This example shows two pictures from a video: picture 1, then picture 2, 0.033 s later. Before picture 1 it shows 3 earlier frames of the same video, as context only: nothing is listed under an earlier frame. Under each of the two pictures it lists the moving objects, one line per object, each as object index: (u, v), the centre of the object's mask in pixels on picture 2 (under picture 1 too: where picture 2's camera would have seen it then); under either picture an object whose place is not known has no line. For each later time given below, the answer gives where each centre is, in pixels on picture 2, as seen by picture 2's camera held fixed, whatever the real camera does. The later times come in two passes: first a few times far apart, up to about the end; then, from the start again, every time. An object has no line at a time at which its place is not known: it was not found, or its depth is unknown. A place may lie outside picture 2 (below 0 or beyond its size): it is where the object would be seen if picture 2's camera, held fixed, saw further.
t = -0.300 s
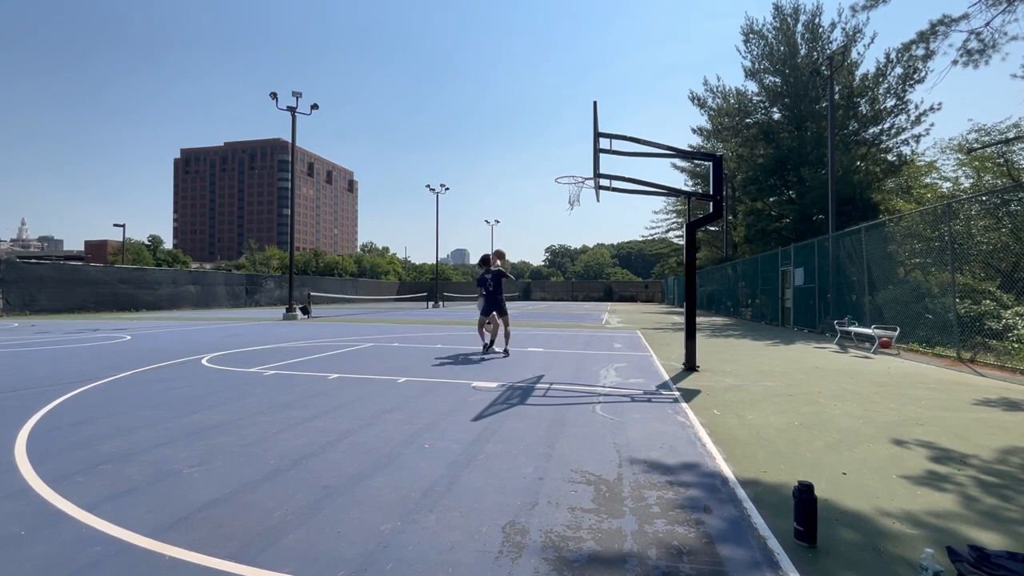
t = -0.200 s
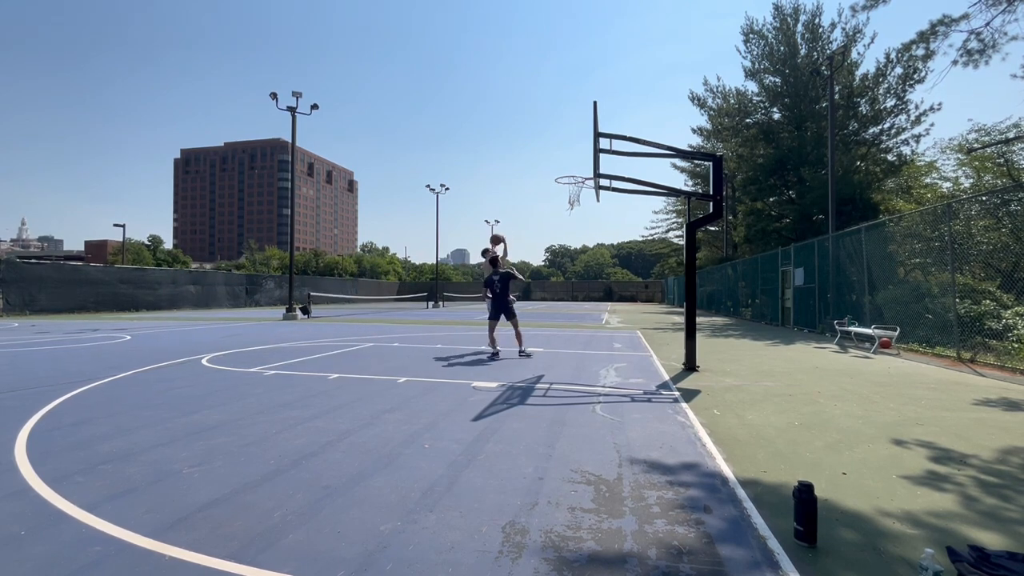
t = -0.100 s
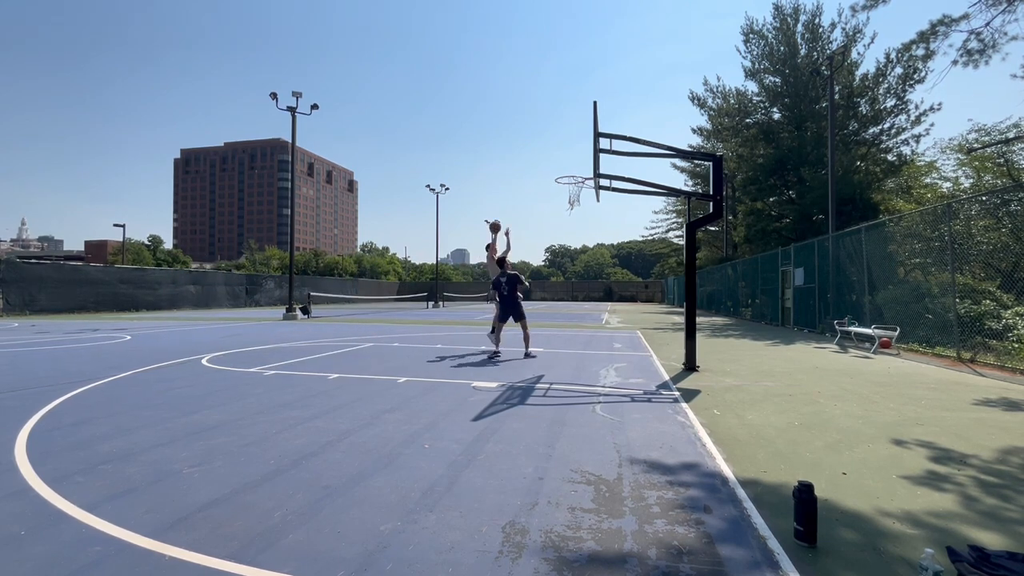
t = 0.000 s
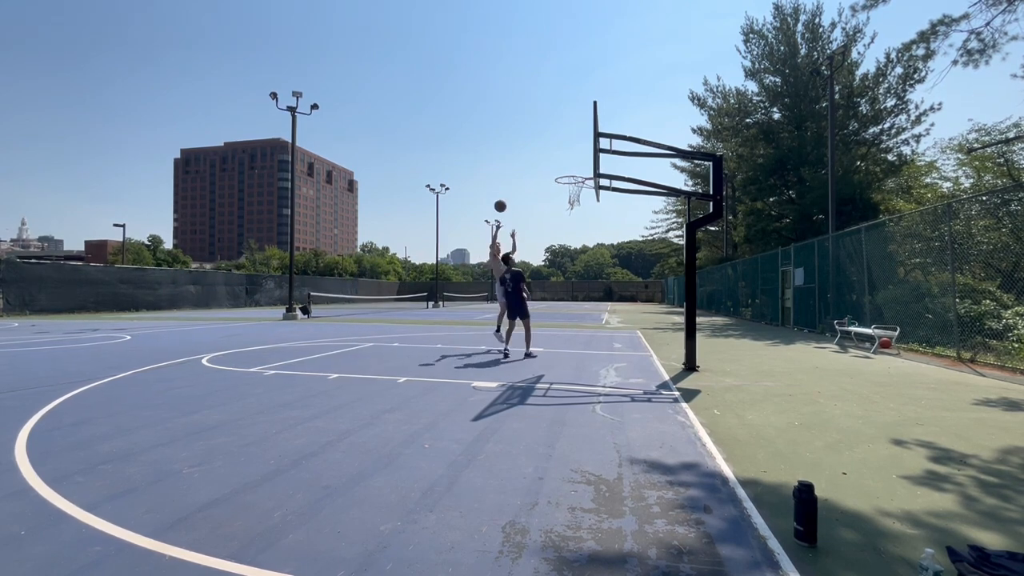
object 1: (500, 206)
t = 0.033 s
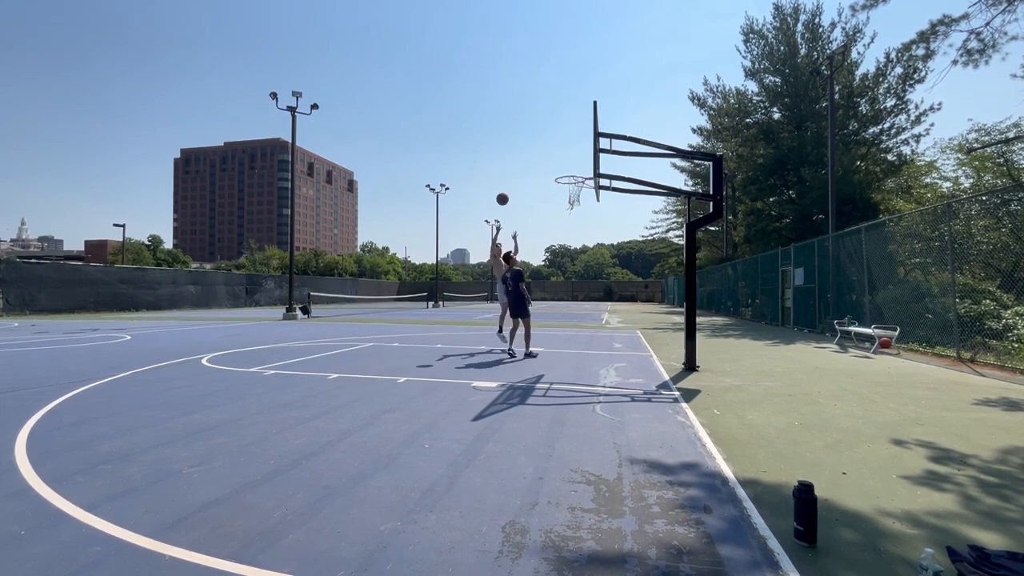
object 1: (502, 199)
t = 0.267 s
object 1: (518, 165)
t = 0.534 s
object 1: (540, 158)
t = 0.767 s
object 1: (552, 168)
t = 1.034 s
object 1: (546, 164)
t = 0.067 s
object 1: (504, 192)
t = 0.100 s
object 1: (507, 186)
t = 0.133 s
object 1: (509, 181)
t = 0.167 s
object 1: (511, 176)
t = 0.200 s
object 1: (514, 172)
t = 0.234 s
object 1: (516, 168)
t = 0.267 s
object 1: (518, 165)
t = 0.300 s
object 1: (521, 162)
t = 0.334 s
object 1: (524, 160)
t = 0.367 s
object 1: (526, 158)
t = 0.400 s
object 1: (529, 157)
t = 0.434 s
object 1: (532, 156)
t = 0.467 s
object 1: (534, 156)
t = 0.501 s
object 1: (537, 157)
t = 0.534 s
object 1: (540, 158)
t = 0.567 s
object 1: (543, 160)
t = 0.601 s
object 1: (546, 163)
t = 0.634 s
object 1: (548, 166)
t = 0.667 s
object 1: (551, 170)
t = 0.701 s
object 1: (554, 175)
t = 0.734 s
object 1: (553, 172)
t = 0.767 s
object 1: (552, 168)
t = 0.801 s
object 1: (552, 165)
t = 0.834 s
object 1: (551, 163)
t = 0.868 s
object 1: (550, 162)
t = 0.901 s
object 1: (549, 161)
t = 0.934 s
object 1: (548, 160)
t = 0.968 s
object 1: (547, 161)
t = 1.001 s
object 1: (546, 162)
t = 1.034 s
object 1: (546, 164)
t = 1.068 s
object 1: (545, 166)
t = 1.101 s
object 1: (544, 170)
